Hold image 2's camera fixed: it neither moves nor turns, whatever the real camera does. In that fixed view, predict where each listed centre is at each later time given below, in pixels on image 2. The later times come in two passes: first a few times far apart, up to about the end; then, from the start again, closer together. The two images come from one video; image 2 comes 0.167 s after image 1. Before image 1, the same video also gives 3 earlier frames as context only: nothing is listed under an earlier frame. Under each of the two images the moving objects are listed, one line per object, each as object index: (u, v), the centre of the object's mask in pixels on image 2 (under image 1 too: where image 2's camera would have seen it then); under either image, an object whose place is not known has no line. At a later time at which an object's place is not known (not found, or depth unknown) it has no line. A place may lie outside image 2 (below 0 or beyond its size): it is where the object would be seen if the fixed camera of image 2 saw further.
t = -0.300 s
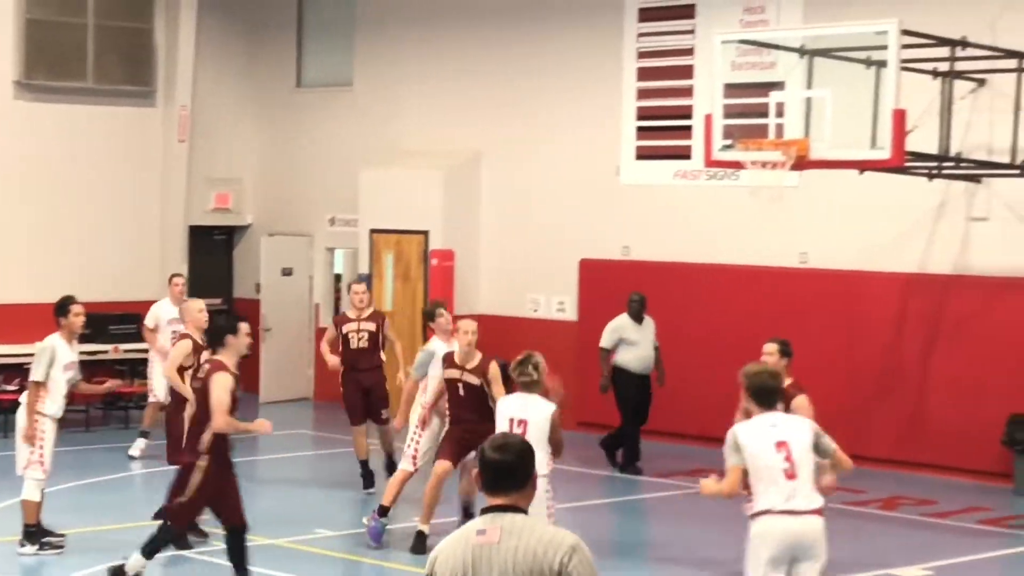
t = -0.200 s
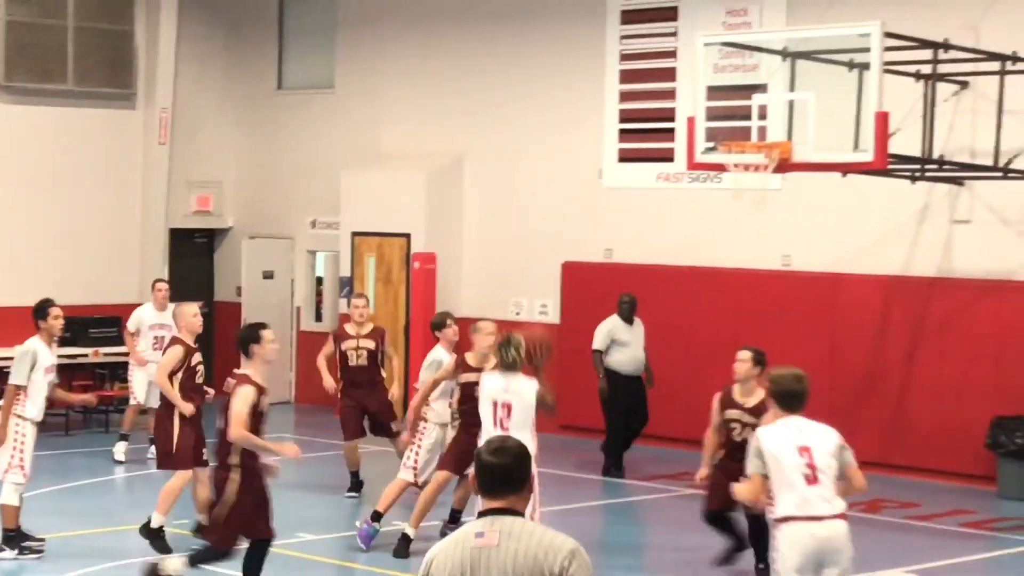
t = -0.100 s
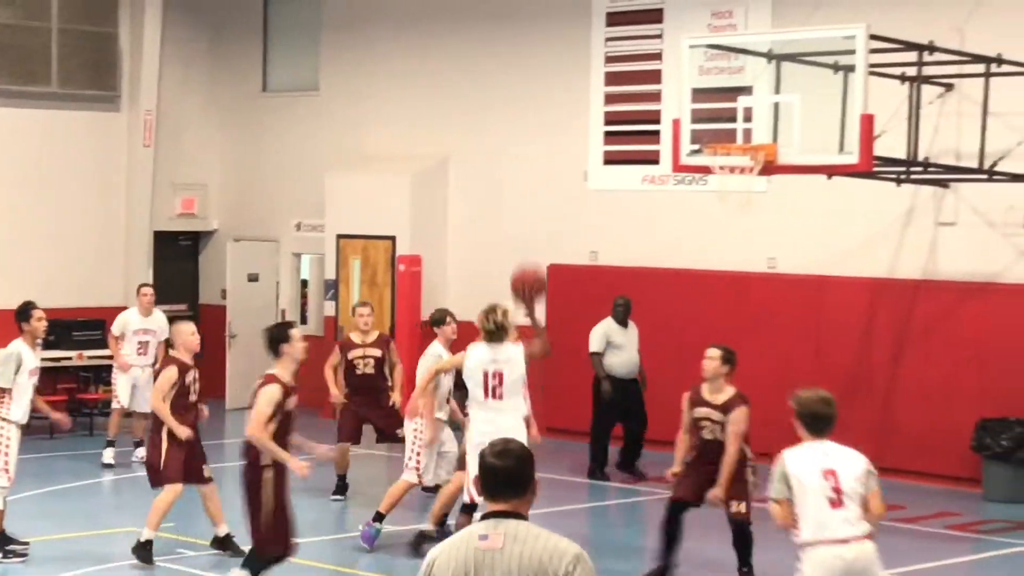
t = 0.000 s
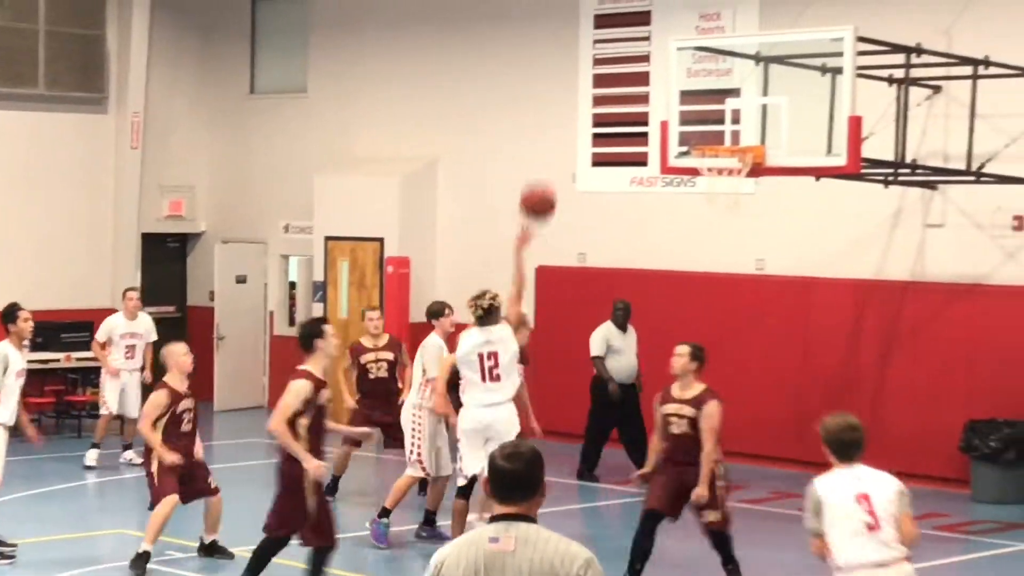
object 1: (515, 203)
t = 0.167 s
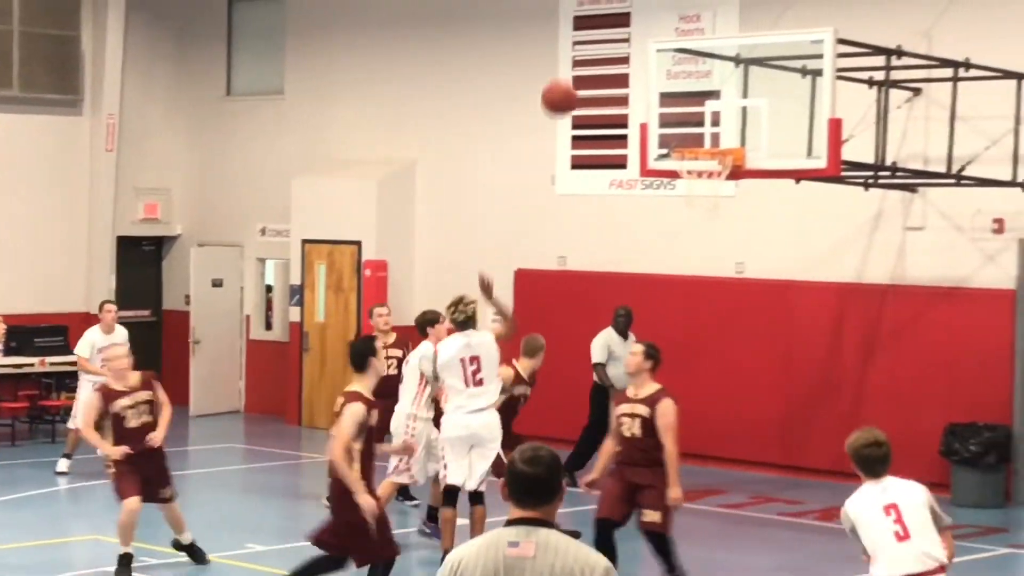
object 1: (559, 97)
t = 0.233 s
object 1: (575, 69)
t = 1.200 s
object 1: (704, 203)
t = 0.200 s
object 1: (567, 82)
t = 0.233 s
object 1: (575, 69)
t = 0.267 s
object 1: (583, 57)
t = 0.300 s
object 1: (591, 46)
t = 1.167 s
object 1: (705, 196)
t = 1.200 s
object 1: (704, 203)
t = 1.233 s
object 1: (702, 212)
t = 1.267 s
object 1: (700, 222)
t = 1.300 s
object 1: (698, 234)
